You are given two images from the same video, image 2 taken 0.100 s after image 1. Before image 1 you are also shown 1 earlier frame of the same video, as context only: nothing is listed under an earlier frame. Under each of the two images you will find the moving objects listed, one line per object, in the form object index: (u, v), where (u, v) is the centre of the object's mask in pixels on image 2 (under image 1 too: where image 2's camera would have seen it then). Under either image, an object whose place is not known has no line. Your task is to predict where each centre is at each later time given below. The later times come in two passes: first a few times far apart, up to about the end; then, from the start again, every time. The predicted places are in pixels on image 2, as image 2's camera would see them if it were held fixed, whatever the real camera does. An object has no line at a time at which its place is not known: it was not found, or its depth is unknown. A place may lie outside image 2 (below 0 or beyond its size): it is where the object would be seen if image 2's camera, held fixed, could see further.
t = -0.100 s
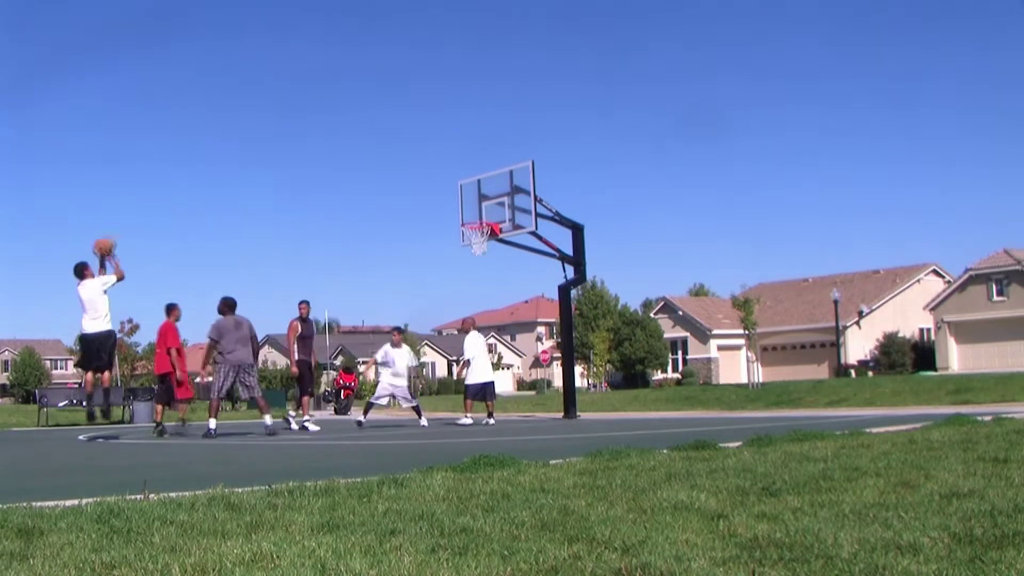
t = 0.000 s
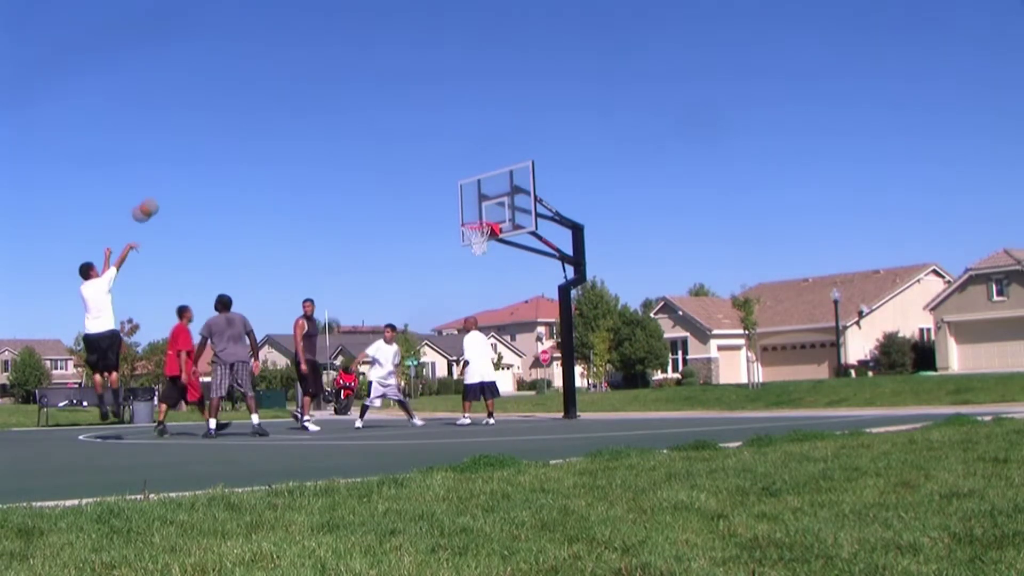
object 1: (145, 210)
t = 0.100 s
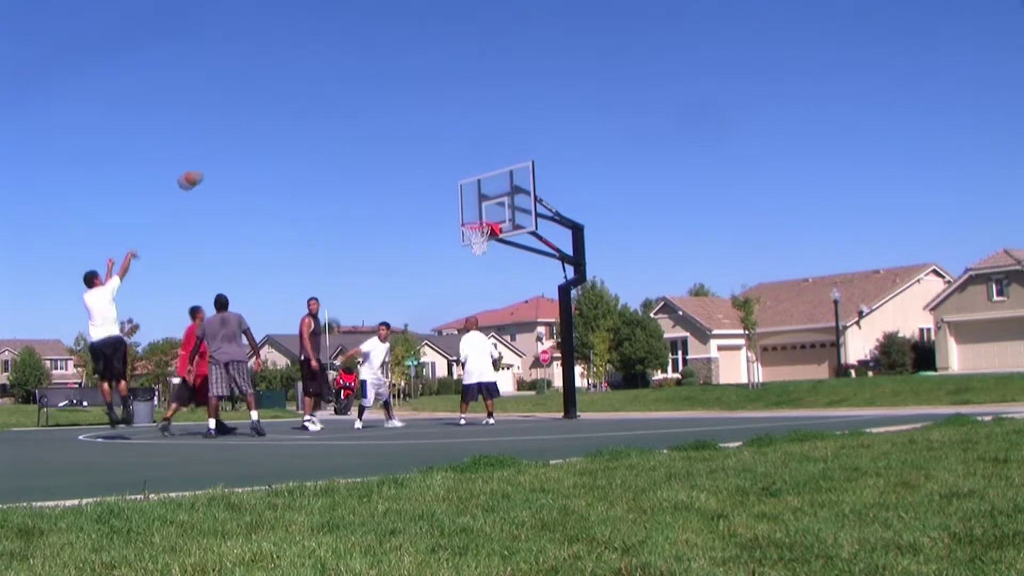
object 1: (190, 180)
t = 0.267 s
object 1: (260, 147)
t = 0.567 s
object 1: (371, 142)
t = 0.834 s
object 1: (459, 188)
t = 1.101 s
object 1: (483, 201)
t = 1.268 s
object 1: (467, 197)
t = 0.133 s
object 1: (204, 171)
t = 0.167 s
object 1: (218, 164)
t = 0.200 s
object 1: (232, 157)
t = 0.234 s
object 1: (246, 151)
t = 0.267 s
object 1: (260, 147)
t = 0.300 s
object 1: (272, 143)
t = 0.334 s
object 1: (285, 140)
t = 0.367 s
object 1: (298, 138)
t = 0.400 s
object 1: (311, 137)
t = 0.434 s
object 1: (323, 137)
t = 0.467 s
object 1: (336, 137)
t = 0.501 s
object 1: (348, 139)
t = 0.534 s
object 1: (360, 140)
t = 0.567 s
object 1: (371, 142)
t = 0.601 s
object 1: (383, 145)
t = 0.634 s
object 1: (394, 149)
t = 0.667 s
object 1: (406, 154)
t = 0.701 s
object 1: (417, 159)
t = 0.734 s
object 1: (427, 166)
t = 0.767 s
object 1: (438, 172)
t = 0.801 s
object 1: (449, 179)
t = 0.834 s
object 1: (459, 188)
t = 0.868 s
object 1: (469, 195)
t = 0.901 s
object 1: (479, 204)
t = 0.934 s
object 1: (491, 214)
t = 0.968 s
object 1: (496, 216)
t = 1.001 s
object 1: (493, 212)
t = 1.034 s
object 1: (488, 207)
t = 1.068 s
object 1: (486, 204)
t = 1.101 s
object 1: (483, 201)
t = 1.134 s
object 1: (480, 199)
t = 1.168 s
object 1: (477, 197)
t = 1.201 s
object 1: (474, 197)
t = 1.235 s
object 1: (471, 196)
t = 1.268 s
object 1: (467, 197)
